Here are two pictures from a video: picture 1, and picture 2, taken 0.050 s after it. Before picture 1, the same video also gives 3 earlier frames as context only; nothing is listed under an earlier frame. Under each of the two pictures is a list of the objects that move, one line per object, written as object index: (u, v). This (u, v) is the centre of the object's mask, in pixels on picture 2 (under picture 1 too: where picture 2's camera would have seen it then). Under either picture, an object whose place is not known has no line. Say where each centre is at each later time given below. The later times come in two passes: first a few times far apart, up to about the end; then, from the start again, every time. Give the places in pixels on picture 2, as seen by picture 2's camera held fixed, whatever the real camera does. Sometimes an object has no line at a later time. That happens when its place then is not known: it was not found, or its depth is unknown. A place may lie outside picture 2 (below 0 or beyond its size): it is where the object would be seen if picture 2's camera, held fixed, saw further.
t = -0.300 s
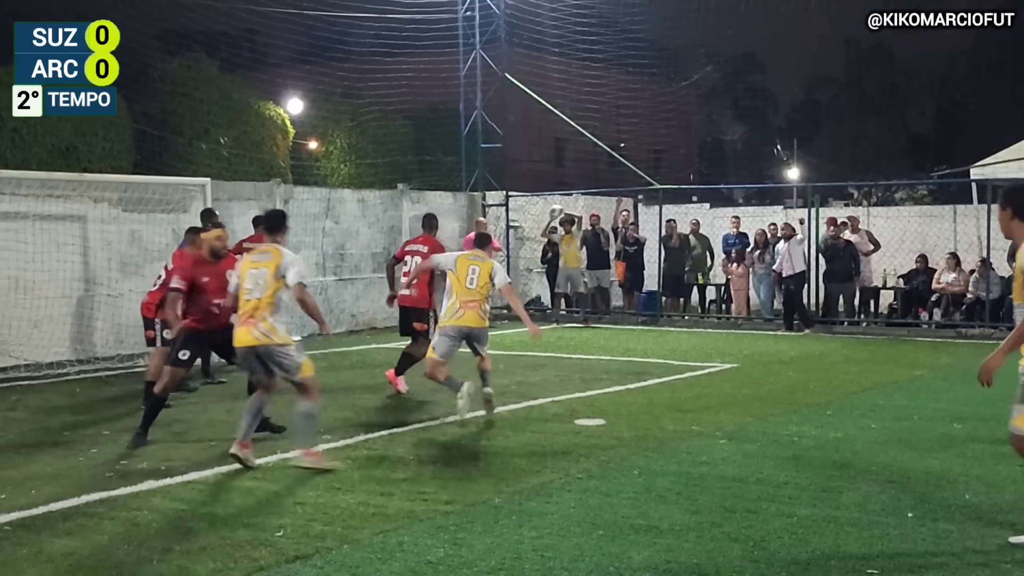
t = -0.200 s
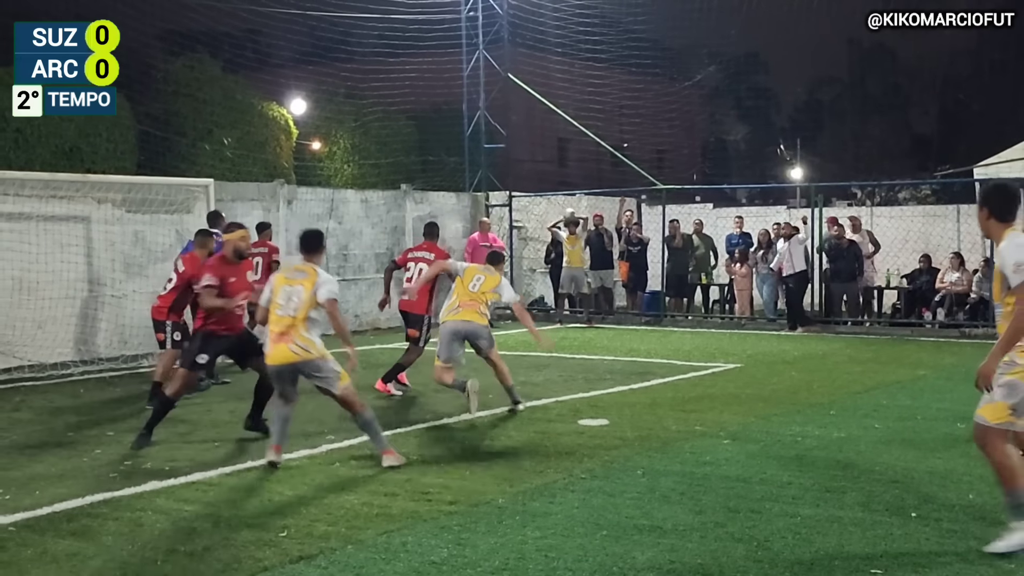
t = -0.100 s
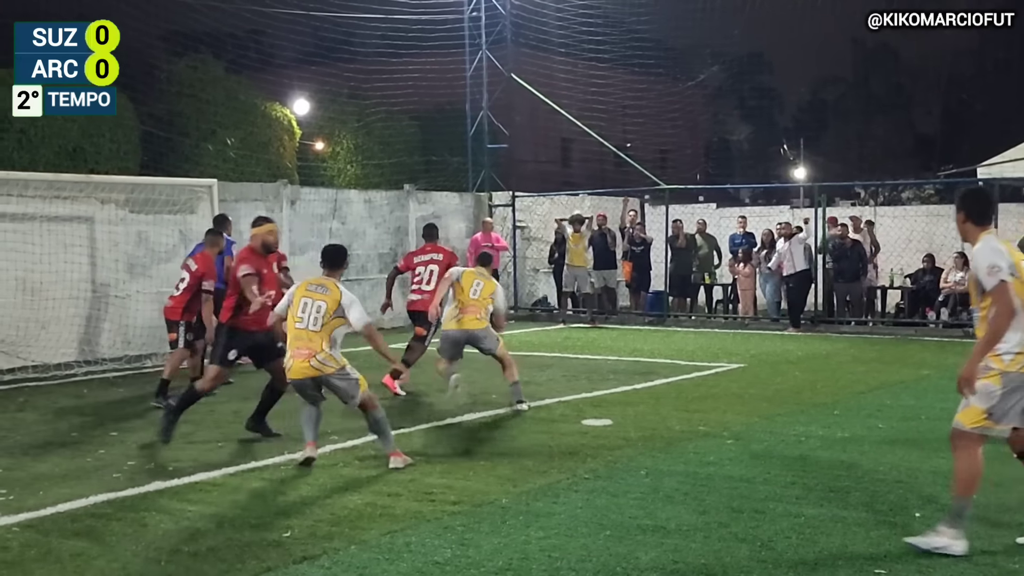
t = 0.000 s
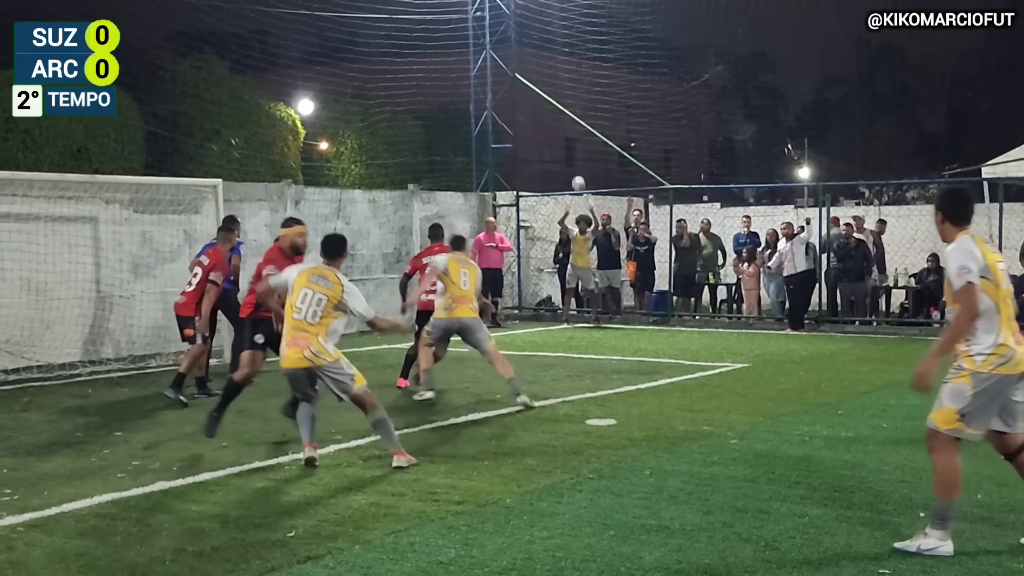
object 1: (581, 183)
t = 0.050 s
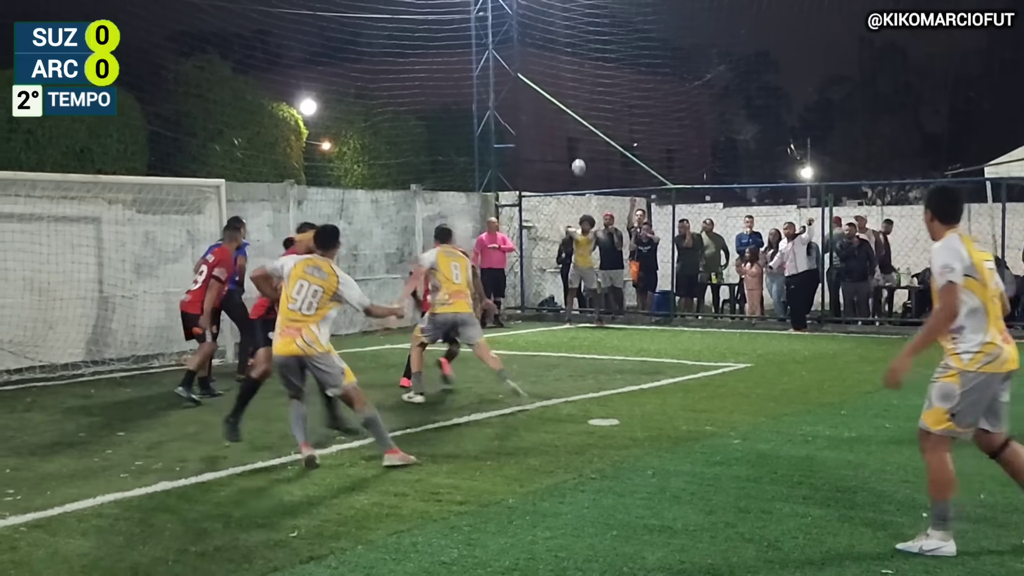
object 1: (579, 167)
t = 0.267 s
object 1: (569, 107)
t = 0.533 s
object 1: (554, 66)
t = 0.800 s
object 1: (535, 82)
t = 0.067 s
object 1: (578, 162)
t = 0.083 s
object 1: (577, 156)
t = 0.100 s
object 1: (576, 151)
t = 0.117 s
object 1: (576, 146)
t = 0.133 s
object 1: (575, 142)
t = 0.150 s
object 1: (574, 137)
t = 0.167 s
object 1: (573, 132)
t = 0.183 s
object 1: (572, 128)
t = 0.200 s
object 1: (572, 124)
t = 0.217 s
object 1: (571, 119)
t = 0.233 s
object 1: (570, 115)
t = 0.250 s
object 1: (570, 111)
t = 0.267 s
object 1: (569, 107)
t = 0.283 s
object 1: (568, 103)
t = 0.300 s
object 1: (567, 100)
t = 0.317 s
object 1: (566, 96)
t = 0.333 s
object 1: (565, 93)
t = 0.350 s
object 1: (564, 90)
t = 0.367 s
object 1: (564, 87)
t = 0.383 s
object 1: (562, 84)
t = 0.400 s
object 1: (561, 81)
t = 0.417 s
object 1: (560, 79)
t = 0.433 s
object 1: (560, 76)
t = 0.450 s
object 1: (559, 74)
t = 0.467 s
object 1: (557, 72)
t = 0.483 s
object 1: (556, 70)
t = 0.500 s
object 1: (556, 69)
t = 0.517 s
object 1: (554, 67)
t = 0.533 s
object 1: (554, 66)
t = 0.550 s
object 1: (553, 66)
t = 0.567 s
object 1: (552, 65)
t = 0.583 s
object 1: (552, 65)
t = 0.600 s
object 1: (551, 64)
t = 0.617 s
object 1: (549, 64)
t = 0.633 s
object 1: (548, 65)
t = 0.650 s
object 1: (547, 65)
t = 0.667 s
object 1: (546, 66)
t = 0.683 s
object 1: (545, 67)
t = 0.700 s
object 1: (544, 68)
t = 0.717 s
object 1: (543, 70)
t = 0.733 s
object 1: (541, 71)
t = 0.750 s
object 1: (540, 74)
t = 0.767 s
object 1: (539, 76)
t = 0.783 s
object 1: (537, 79)
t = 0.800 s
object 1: (535, 82)
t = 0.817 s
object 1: (534, 85)
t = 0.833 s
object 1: (532, 89)
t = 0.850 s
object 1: (531, 94)
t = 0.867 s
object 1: (529, 98)
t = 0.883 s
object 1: (528, 103)
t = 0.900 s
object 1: (527, 108)
